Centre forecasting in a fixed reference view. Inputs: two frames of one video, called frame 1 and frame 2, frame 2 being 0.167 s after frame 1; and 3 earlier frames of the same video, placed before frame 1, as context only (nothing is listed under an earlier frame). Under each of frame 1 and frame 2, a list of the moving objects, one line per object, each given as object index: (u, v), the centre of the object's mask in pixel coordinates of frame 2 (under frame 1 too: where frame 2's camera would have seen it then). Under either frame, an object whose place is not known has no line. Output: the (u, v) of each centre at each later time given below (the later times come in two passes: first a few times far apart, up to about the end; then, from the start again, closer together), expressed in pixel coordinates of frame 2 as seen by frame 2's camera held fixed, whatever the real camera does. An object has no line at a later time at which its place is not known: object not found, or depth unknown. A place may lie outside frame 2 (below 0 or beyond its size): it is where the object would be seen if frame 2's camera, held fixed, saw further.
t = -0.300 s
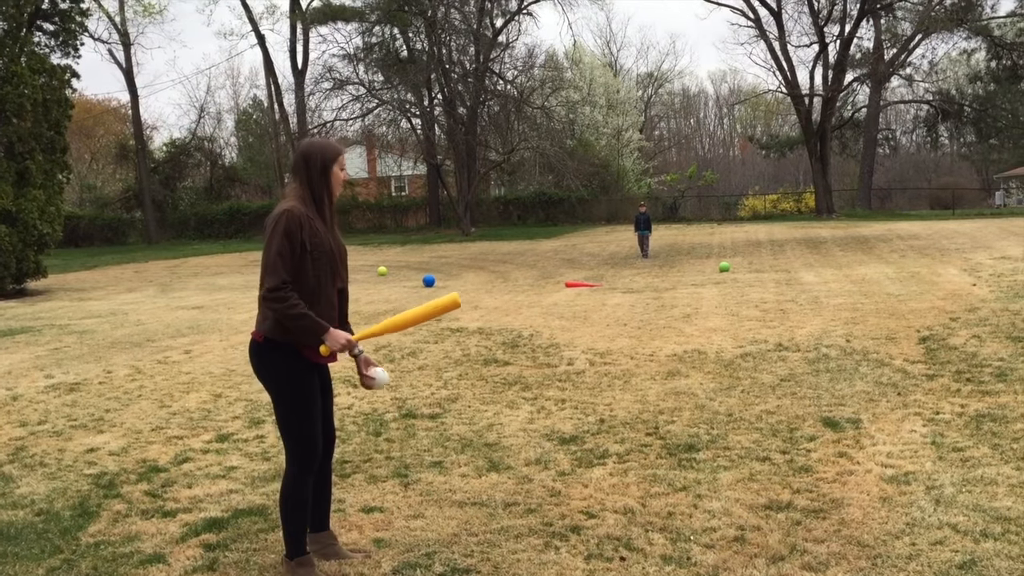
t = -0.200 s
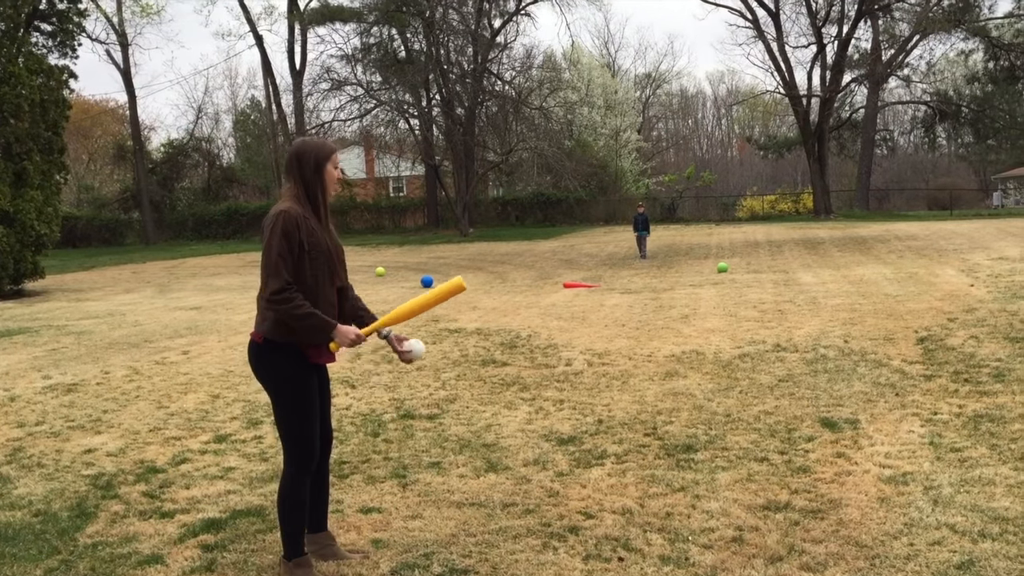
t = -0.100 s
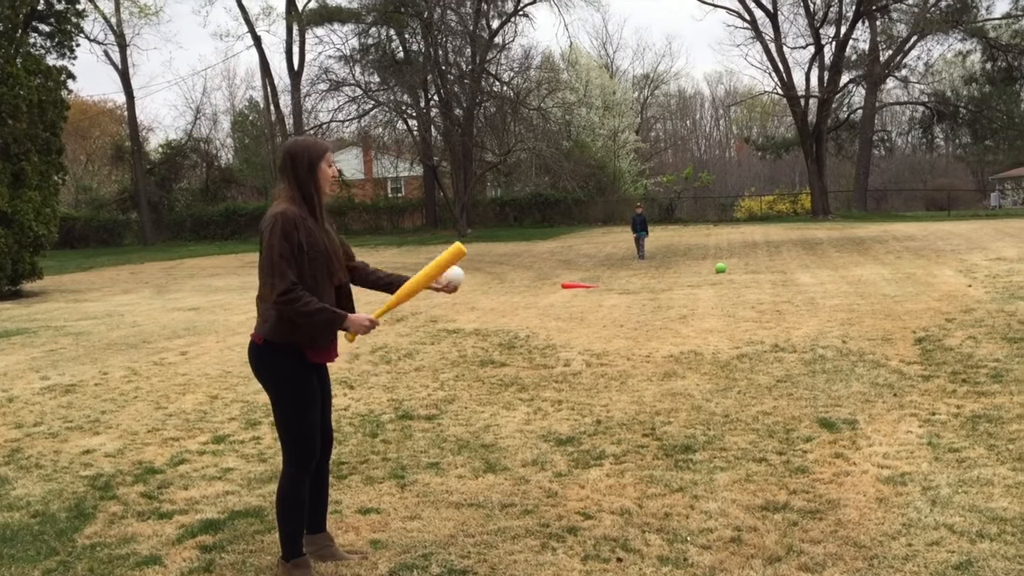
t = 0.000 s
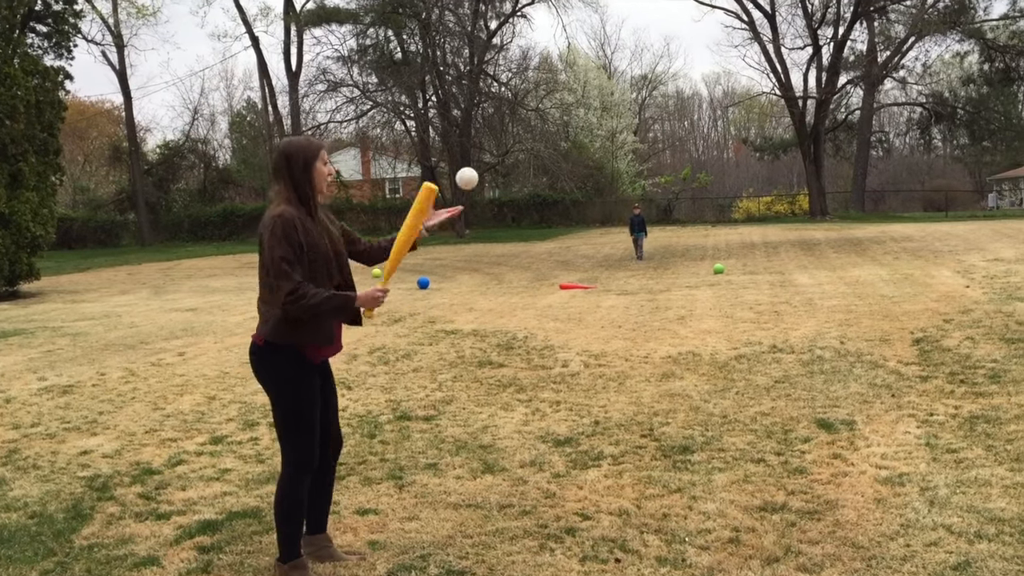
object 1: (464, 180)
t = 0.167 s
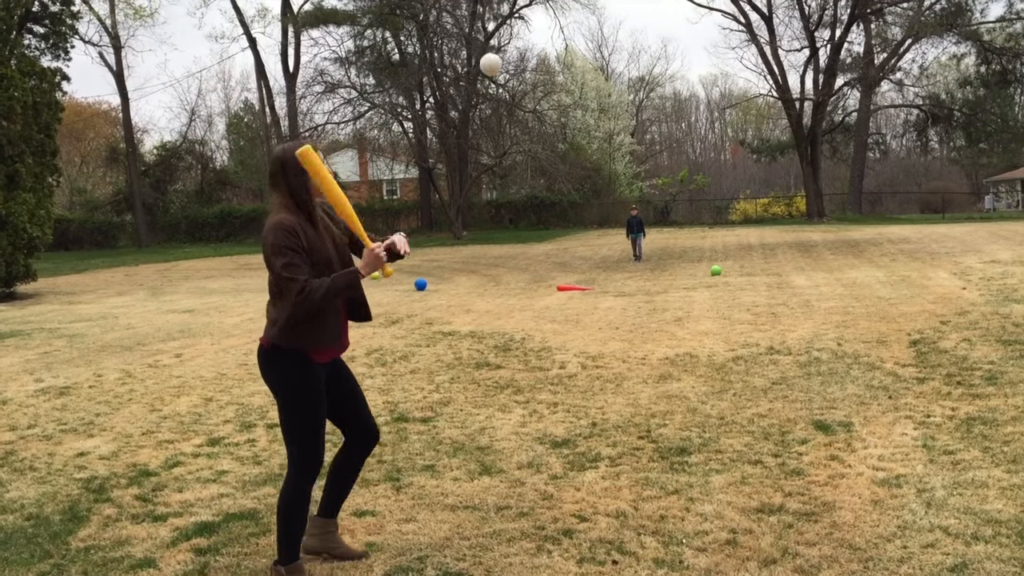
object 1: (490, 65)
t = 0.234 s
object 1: (502, 36)
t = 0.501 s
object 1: (552, 26)
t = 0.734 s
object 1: (599, 146)
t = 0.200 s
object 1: (496, 49)
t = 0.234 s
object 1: (502, 36)
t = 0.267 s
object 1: (507, 26)
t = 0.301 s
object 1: (514, 18)
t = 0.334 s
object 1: (519, 13)
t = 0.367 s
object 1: (526, 10)
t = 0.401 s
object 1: (532, 10)
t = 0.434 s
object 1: (538, 13)
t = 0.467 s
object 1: (545, 18)
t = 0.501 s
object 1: (552, 26)
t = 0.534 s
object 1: (558, 36)
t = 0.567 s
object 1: (565, 47)
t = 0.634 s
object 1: (579, 78)
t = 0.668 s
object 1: (586, 98)
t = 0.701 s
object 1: (592, 121)
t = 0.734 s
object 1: (599, 146)
